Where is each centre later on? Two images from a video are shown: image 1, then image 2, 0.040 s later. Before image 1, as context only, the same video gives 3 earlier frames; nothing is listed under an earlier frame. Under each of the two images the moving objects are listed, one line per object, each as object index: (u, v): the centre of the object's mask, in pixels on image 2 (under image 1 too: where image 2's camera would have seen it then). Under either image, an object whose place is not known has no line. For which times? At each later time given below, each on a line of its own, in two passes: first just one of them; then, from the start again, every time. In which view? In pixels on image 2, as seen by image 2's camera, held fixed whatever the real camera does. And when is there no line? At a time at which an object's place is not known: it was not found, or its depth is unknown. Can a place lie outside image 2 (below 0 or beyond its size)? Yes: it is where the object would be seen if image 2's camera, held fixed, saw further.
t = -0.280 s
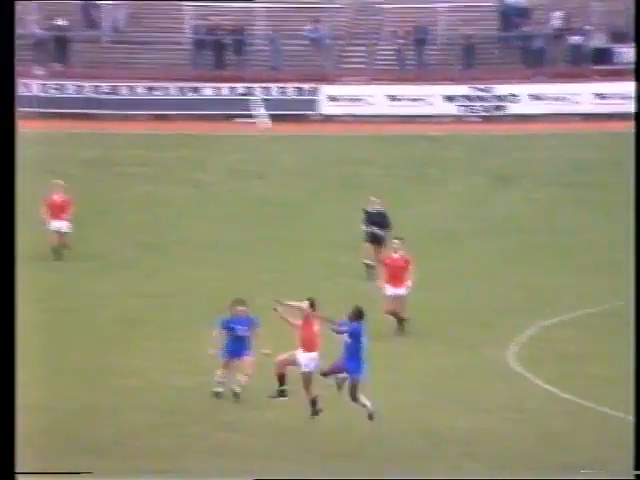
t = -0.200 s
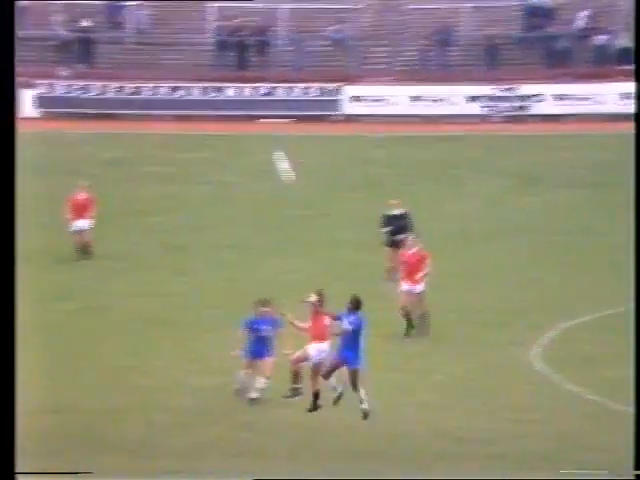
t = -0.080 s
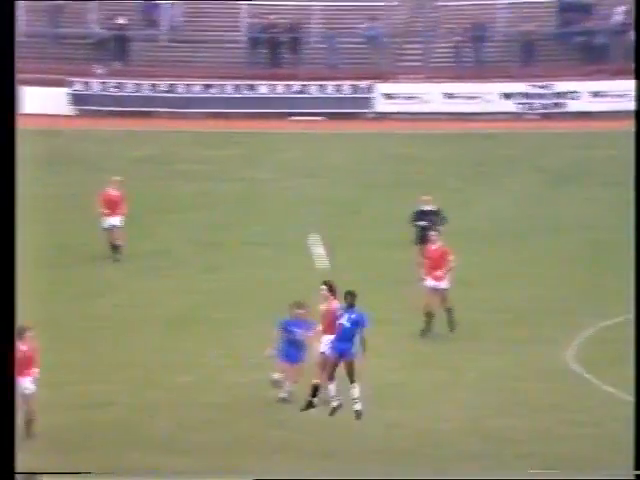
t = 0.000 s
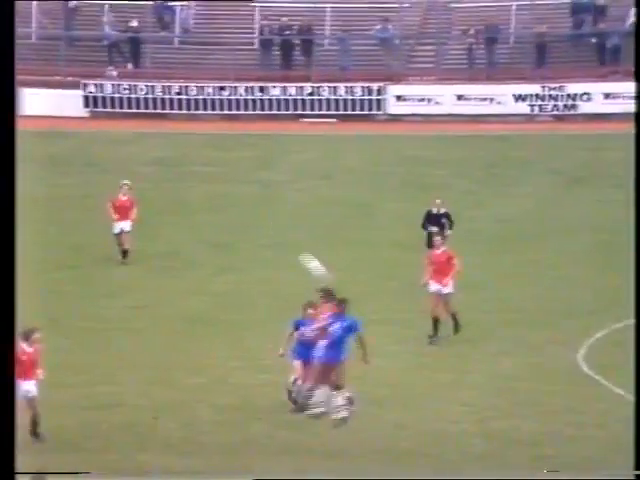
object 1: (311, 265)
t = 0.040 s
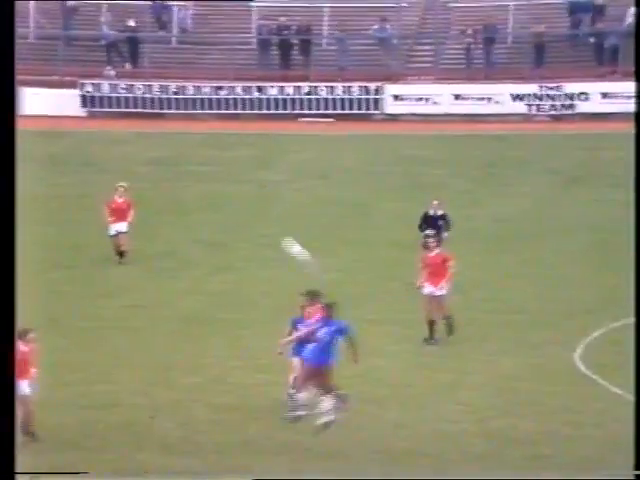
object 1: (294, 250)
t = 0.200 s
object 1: (234, 199)
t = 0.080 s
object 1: (280, 235)
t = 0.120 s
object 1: (266, 222)
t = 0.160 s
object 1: (250, 210)
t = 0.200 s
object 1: (234, 199)
